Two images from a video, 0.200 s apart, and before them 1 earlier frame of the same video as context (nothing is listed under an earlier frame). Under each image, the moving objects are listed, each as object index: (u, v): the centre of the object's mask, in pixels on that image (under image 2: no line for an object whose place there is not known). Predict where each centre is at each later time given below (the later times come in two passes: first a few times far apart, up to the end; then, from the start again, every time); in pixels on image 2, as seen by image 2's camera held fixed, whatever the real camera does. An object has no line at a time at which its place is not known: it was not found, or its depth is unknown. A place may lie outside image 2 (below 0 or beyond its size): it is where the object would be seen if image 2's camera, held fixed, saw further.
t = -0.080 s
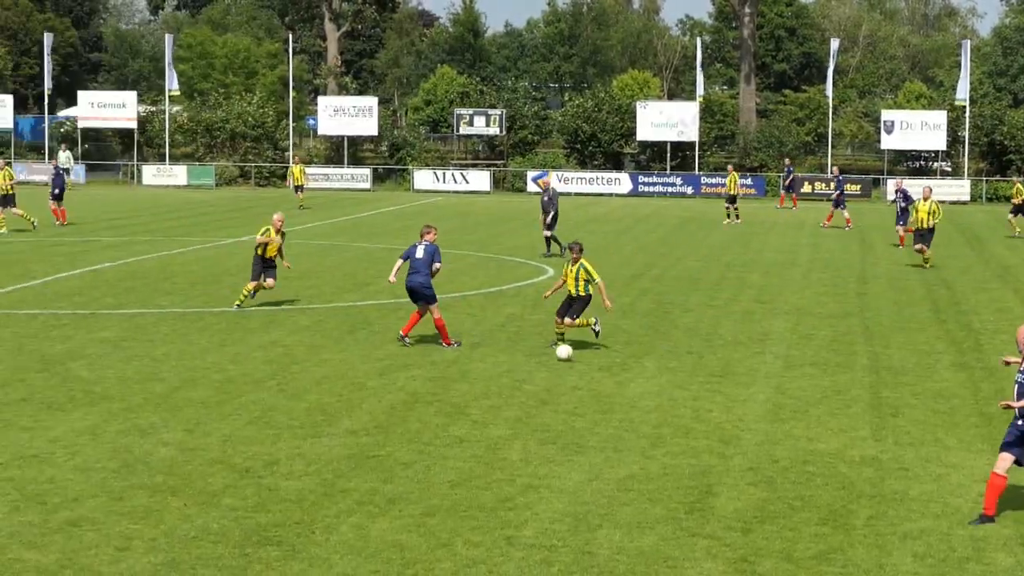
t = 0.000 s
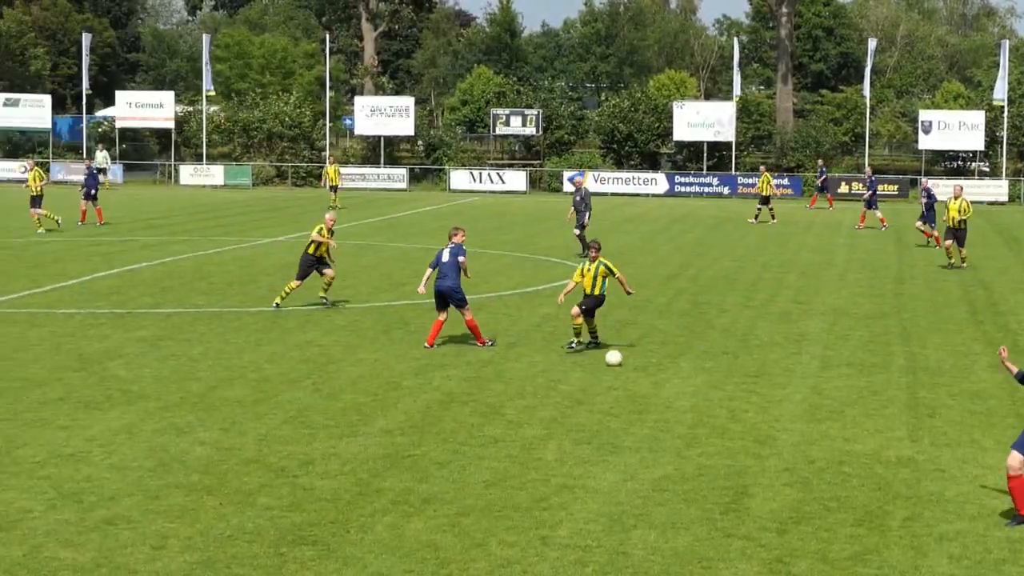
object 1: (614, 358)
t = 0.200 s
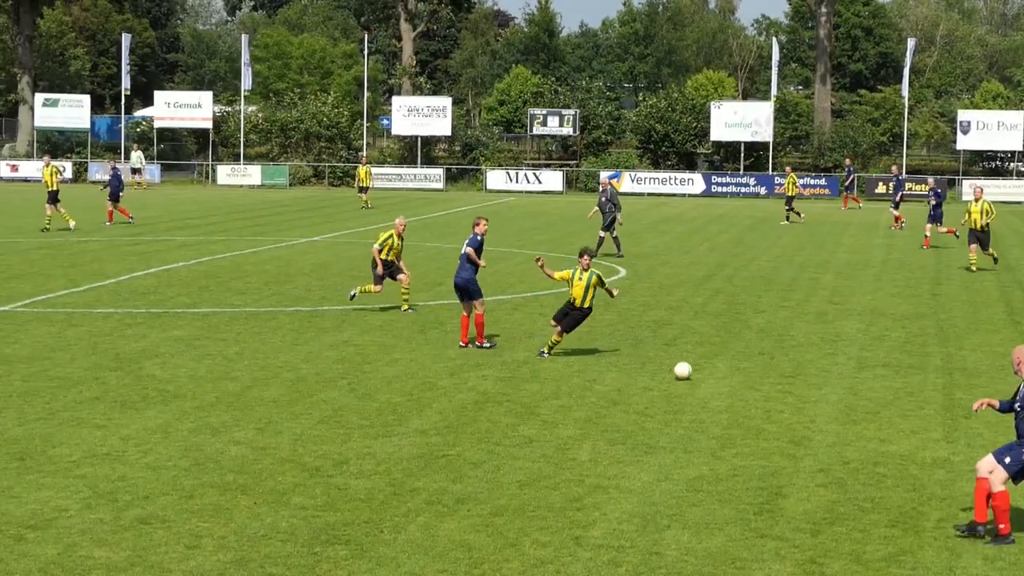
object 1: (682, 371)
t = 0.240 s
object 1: (689, 373)
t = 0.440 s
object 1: (726, 388)
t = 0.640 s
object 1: (761, 403)
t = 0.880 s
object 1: (807, 418)
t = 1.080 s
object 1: (845, 433)
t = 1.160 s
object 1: (860, 441)
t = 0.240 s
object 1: (689, 373)
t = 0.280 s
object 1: (697, 377)
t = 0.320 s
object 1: (704, 380)
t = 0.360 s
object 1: (711, 382)
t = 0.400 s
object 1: (718, 385)
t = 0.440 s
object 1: (726, 388)
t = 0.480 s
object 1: (733, 391)
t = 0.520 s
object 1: (740, 393)
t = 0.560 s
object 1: (747, 396)
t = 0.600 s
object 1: (754, 399)
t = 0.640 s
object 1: (761, 403)
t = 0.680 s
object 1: (769, 405)
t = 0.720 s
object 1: (777, 407)
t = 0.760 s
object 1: (784, 410)
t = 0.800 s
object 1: (792, 413)
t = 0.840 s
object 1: (800, 415)
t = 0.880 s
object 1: (807, 418)
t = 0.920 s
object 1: (815, 422)
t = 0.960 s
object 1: (822, 425)
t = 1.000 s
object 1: (830, 427)
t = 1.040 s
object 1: (837, 431)
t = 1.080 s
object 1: (845, 433)
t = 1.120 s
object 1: (853, 436)
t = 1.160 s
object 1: (860, 441)
